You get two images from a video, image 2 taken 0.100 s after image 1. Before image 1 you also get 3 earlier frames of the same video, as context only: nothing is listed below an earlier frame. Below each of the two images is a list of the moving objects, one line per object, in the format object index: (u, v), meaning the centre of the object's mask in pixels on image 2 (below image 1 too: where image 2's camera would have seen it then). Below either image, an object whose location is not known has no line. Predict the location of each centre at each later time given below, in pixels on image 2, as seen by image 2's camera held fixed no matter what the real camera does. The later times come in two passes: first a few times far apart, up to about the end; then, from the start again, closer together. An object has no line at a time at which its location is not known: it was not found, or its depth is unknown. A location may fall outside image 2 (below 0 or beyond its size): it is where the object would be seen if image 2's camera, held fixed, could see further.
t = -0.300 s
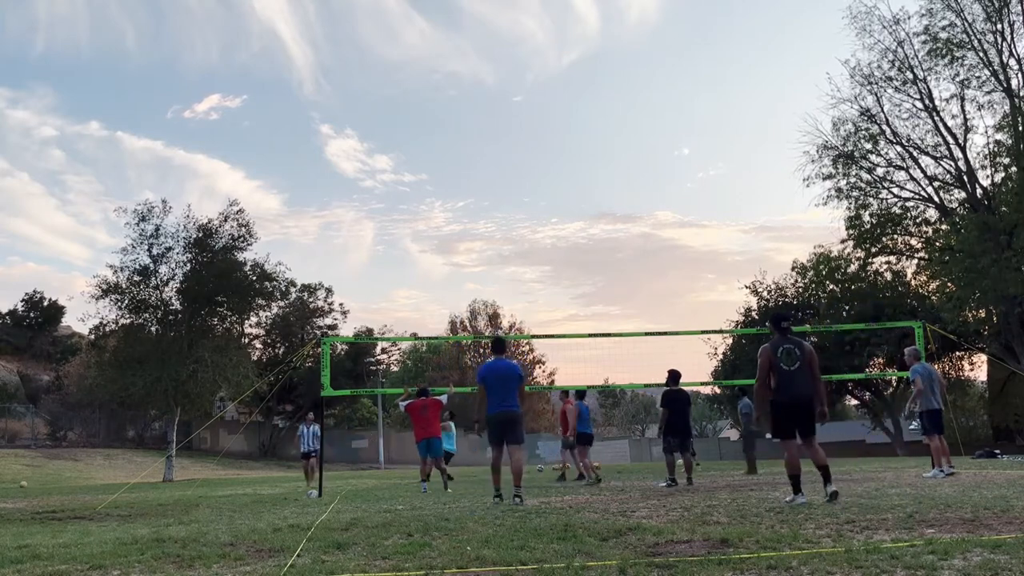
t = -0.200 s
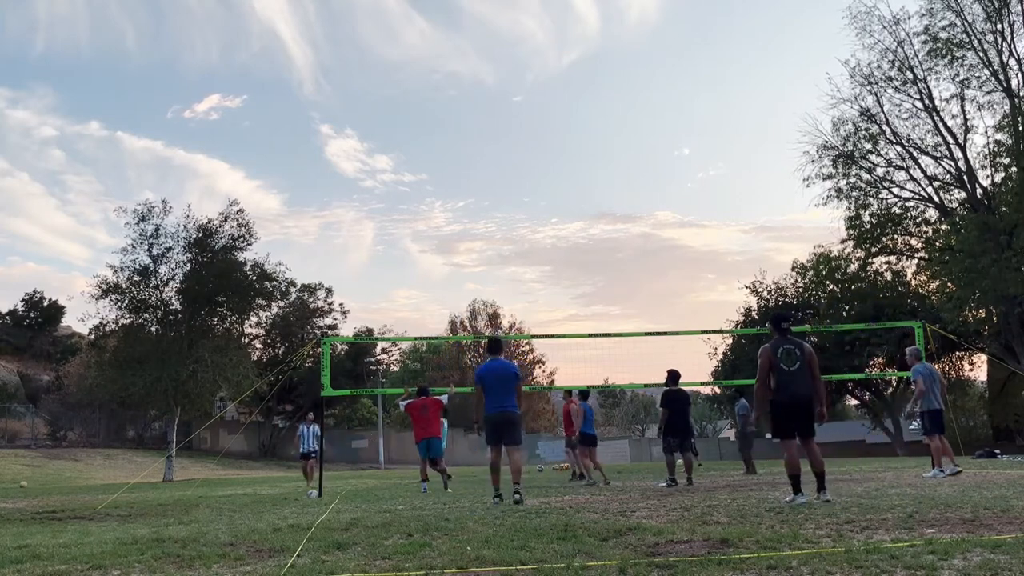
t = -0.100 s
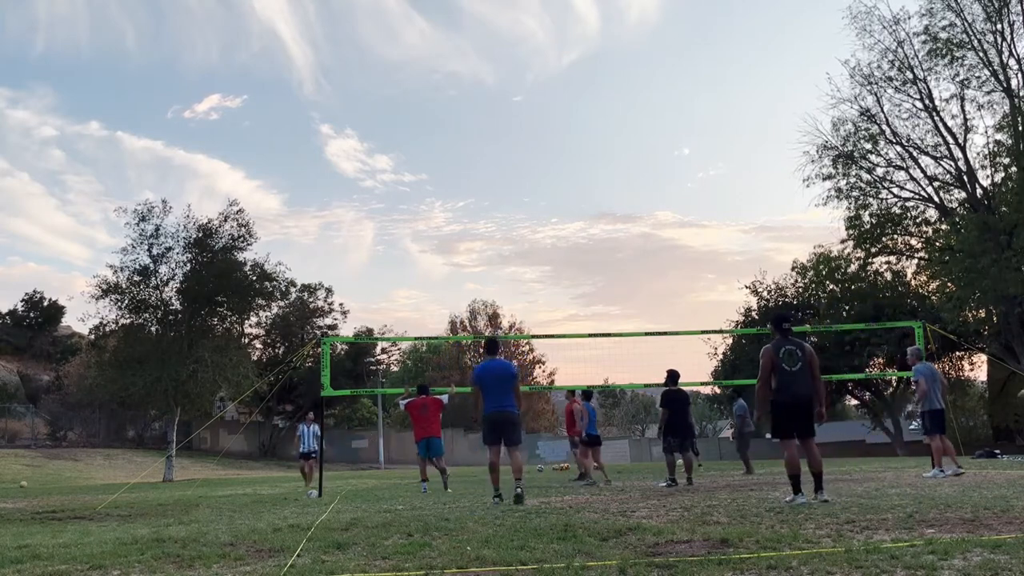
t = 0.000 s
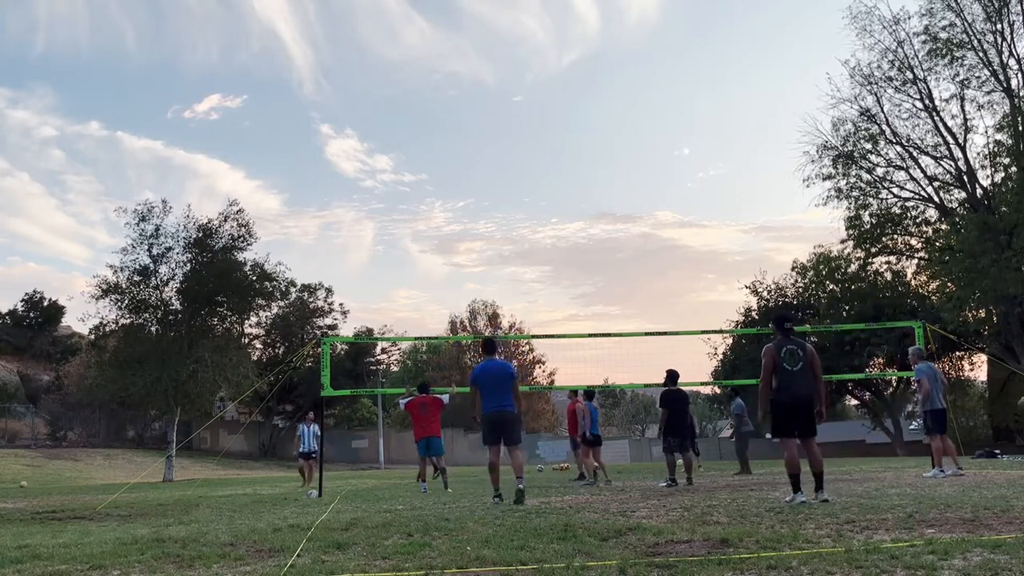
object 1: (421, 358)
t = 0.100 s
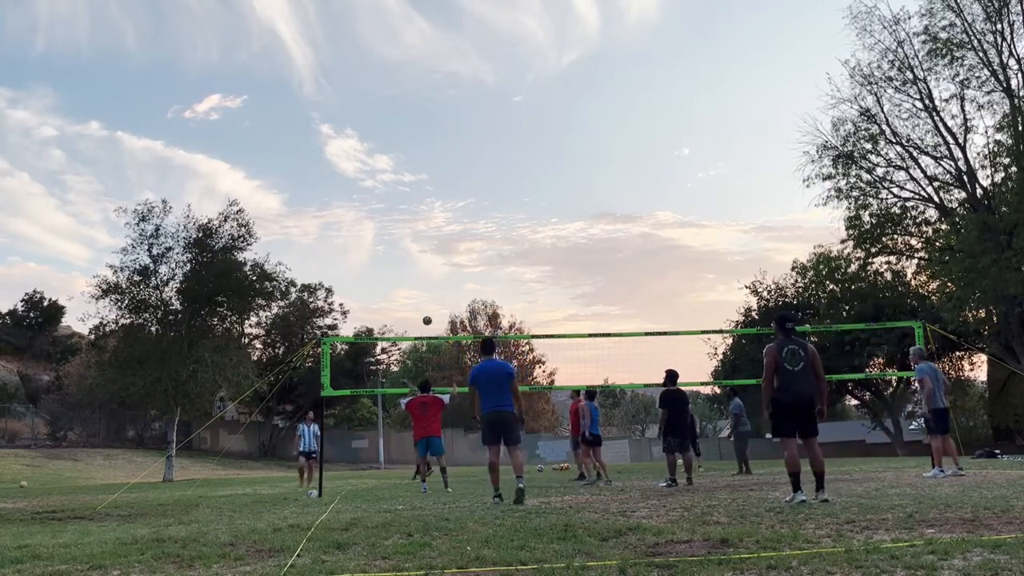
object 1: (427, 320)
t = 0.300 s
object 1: (438, 257)
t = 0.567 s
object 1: (454, 201)
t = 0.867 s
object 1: (473, 175)
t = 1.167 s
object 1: (495, 188)
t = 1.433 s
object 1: (517, 233)
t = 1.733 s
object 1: (540, 324)
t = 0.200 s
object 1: (433, 286)
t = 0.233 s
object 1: (434, 276)
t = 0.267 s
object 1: (436, 266)
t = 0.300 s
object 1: (438, 257)
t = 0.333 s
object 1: (440, 248)
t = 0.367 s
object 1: (442, 240)
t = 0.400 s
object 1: (444, 233)
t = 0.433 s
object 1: (446, 225)
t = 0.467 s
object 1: (448, 219)
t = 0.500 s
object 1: (450, 213)
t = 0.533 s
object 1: (452, 207)
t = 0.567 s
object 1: (454, 201)
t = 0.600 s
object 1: (456, 197)
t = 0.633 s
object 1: (458, 192)
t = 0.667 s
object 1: (460, 188)
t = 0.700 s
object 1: (462, 185)
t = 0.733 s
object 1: (464, 182)
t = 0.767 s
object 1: (466, 180)
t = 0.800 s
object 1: (469, 178)
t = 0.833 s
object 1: (471, 176)
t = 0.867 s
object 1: (473, 175)
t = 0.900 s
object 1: (476, 175)
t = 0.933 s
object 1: (478, 175)
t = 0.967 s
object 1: (480, 175)
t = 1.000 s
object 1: (483, 176)
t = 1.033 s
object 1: (485, 177)
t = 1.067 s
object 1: (488, 179)
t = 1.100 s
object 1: (490, 182)
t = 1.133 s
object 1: (493, 185)
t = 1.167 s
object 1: (495, 188)
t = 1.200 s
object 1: (498, 192)
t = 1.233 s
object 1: (500, 196)
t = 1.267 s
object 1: (503, 201)
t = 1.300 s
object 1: (506, 206)
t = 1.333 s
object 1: (509, 212)
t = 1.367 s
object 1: (511, 219)
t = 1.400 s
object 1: (514, 225)
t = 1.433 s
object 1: (517, 233)
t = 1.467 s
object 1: (519, 241)
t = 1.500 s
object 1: (522, 250)
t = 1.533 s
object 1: (524, 258)
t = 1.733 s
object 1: (540, 324)
